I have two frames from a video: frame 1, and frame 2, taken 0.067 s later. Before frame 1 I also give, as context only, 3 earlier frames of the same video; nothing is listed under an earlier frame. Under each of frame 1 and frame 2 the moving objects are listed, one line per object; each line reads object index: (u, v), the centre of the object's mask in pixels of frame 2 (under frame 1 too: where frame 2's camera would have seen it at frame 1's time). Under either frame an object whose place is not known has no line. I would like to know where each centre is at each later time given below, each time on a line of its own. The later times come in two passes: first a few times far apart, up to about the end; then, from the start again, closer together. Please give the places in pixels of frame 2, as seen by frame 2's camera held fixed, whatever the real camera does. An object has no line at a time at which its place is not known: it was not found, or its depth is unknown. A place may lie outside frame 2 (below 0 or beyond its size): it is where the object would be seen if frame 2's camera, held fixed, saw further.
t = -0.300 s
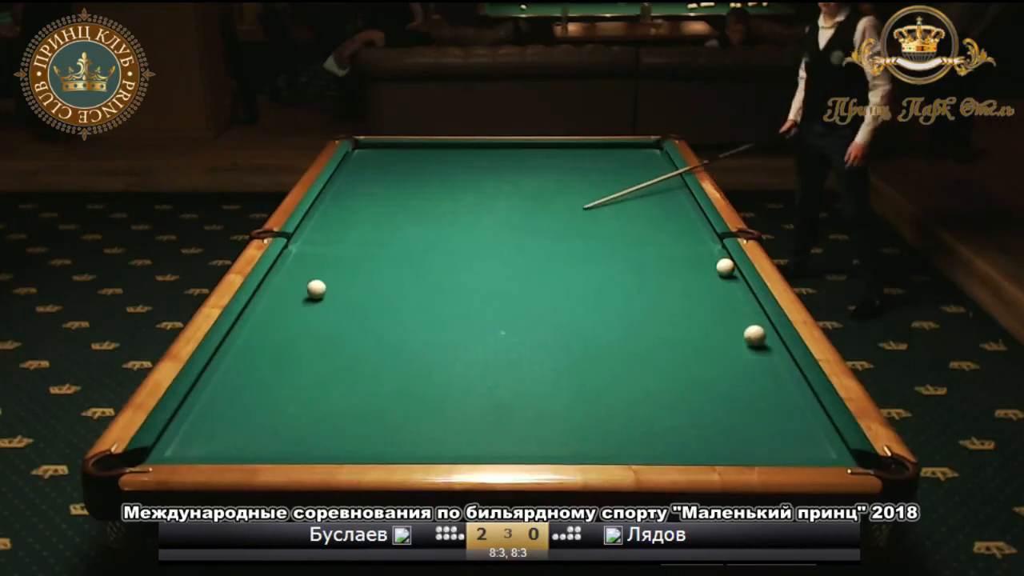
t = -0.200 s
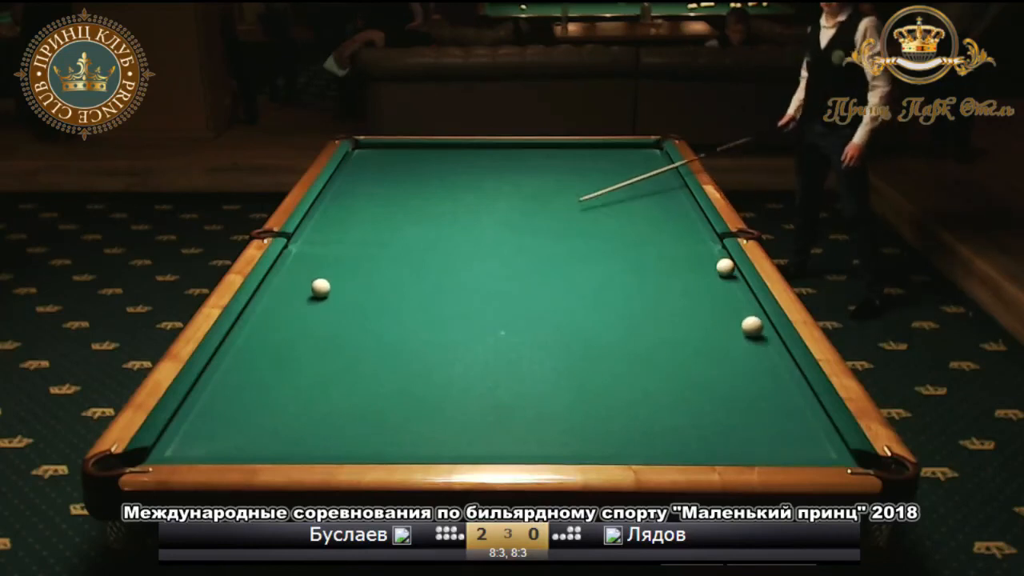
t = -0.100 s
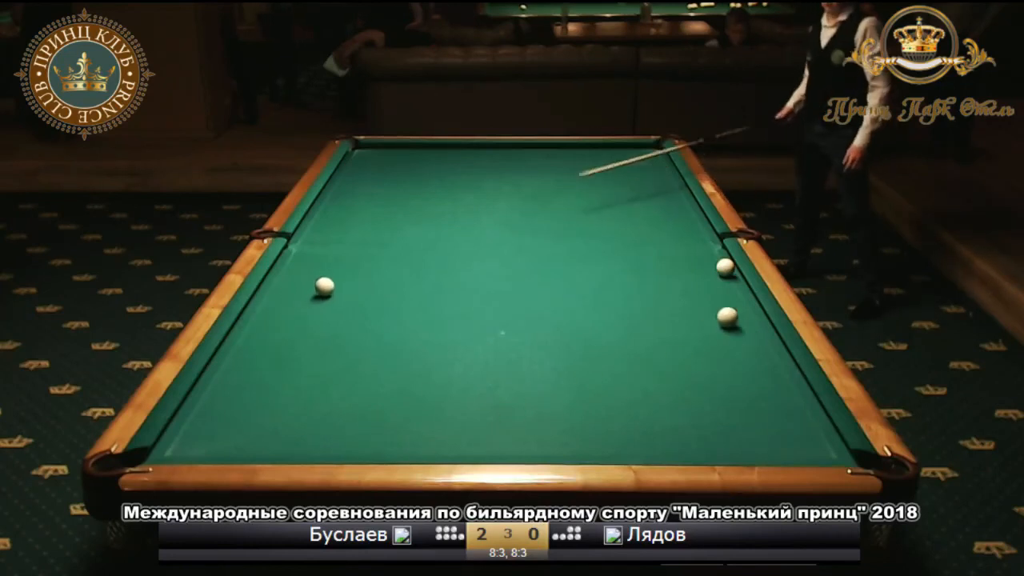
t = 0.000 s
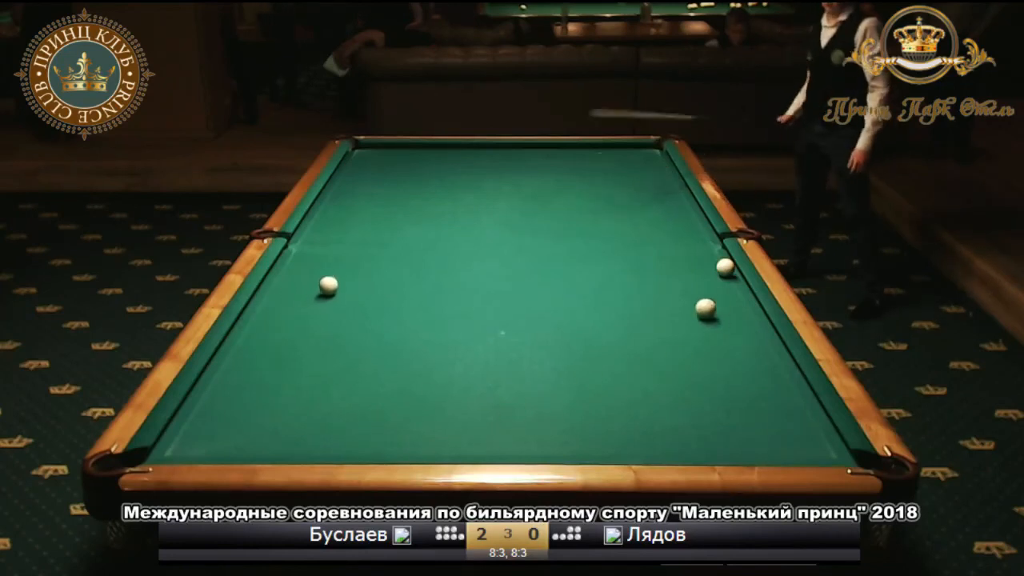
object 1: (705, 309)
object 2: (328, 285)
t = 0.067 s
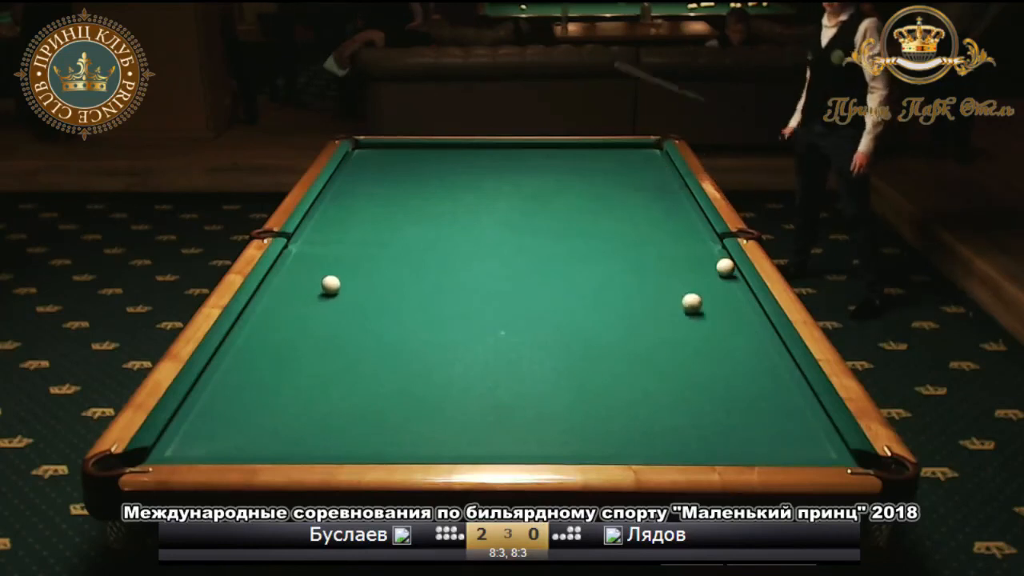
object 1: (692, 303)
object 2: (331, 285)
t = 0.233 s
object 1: (658, 290)
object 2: (337, 283)
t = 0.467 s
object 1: (616, 274)
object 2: (344, 281)
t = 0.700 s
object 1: (578, 259)
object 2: (350, 279)
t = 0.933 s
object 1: (544, 245)
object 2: (356, 278)
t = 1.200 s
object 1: (508, 232)
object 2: (360, 277)
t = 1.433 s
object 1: (479, 221)
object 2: (364, 276)
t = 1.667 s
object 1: (453, 210)
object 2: (366, 275)
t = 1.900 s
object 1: (429, 201)
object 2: (368, 275)
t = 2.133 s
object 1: (406, 193)
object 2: (368, 275)
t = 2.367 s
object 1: (386, 185)
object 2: (368, 275)
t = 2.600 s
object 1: (366, 177)
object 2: (368, 275)
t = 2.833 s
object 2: (368, 275)
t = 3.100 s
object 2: (368, 275)
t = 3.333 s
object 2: (368, 275)
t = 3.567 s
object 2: (368, 275)
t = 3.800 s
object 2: (368, 275)
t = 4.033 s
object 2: (368, 275)
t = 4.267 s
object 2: (368, 275)
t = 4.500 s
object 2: (368, 275)
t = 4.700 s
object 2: (375, 274)
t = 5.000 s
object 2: (368, 275)
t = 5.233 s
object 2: (368, 275)
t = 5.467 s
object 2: (368, 275)
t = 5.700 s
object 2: (368, 275)
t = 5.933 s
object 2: (368, 275)
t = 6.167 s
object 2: (368, 275)
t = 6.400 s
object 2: (368, 275)
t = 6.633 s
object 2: (368, 275)
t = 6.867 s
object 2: (368, 275)
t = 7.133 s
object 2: (368, 275)
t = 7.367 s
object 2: (368, 275)
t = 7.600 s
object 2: (368, 275)
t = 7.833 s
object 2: (368, 275)
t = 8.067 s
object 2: (368, 275)
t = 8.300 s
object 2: (368, 275)
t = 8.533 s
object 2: (368, 275)
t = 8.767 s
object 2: (368, 275)
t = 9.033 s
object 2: (368, 275)
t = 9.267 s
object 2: (368, 275)
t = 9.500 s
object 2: (368, 275)
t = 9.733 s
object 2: (368, 275)
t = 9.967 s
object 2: (368, 275)
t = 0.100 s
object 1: (685, 300)
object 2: (332, 284)
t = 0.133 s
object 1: (678, 298)
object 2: (333, 284)
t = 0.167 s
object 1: (671, 295)
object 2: (334, 284)
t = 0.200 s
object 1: (665, 292)
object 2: (335, 283)
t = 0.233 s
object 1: (658, 290)
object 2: (337, 283)
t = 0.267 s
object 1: (652, 288)
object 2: (338, 283)
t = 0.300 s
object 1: (646, 285)
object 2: (338, 282)
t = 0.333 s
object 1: (640, 283)
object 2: (340, 282)
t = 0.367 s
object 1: (634, 280)
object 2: (341, 282)
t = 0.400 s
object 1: (628, 278)
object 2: (342, 281)
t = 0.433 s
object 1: (622, 276)
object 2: (343, 281)
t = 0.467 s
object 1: (616, 274)
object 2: (344, 281)
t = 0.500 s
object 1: (611, 272)
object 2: (345, 281)
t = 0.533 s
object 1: (605, 269)
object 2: (346, 280)
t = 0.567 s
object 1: (600, 267)
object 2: (347, 280)
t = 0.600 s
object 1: (594, 265)
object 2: (347, 280)
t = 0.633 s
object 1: (589, 263)
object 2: (348, 280)
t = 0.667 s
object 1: (583, 261)
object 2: (349, 279)
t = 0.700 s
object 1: (578, 259)
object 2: (350, 279)
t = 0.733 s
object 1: (573, 257)
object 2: (351, 279)
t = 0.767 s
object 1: (568, 255)
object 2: (352, 279)
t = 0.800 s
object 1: (563, 253)
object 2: (352, 279)
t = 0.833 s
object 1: (558, 251)
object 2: (353, 279)
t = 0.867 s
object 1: (553, 249)
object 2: (354, 278)
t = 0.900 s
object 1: (548, 247)
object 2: (355, 278)
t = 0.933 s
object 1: (544, 245)
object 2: (356, 278)
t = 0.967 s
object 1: (539, 244)
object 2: (356, 278)
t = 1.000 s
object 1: (534, 242)
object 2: (357, 278)
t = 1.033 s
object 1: (530, 240)
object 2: (357, 277)
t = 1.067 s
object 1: (525, 238)
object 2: (358, 277)
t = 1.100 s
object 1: (521, 237)
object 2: (359, 277)
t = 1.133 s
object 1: (517, 235)
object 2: (359, 277)
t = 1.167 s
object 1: (512, 233)
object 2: (360, 277)
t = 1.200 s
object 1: (508, 232)
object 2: (360, 277)
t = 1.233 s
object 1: (503, 230)
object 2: (361, 277)
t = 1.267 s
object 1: (500, 228)
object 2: (362, 276)
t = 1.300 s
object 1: (495, 227)
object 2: (362, 276)
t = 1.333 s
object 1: (491, 225)
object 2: (362, 276)
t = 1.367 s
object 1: (487, 224)
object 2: (363, 276)
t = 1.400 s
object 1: (483, 222)
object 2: (363, 276)
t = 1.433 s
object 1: (479, 221)
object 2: (364, 276)
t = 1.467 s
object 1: (475, 219)
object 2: (364, 276)
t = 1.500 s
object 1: (471, 218)
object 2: (364, 275)
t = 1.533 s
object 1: (468, 216)
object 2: (365, 275)
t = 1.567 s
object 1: (464, 215)
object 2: (365, 276)
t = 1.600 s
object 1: (460, 214)
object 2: (365, 275)
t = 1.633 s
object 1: (456, 212)
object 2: (366, 275)
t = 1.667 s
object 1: (453, 210)
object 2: (366, 275)
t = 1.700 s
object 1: (449, 209)
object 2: (366, 275)
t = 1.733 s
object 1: (446, 208)
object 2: (367, 275)
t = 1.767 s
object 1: (443, 207)
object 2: (367, 275)
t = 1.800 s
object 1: (439, 205)
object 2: (367, 275)
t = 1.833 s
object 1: (436, 204)
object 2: (367, 275)
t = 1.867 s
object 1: (432, 203)
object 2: (368, 275)
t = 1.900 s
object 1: (429, 201)
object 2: (368, 275)
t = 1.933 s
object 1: (425, 200)
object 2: (368, 275)
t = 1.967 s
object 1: (422, 199)
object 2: (368, 275)
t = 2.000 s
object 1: (419, 198)
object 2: (368, 275)
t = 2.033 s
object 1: (416, 197)
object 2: (368, 275)
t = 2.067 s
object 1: (413, 195)
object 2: (368, 275)
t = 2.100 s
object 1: (410, 194)
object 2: (368, 275)
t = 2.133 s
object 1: (406, 193)
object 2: (368, 275)
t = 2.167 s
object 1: (403, 192)
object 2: (368, 275)
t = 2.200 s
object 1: (400, 191)
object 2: (368, 275)
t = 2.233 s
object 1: (397, 189)
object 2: (368, 275)
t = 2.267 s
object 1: (394, 188)
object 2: (368, 275)
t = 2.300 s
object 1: (391, 187)
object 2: (368, 275)
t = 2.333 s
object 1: (388, 186)
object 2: (368, 275)
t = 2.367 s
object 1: (386, 185)
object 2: (368, 275)
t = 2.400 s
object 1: (382, 184)
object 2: (368, 275)
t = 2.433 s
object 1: (380, 183)
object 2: (368, 275)
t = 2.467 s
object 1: (377, 181)
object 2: (368, 275)
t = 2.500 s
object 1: (374, 181)
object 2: (368, 275)
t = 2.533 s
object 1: (371, 179)
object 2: (368, 275)
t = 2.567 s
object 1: (369, 178)
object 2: (368, 275)
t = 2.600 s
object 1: (366, 177)
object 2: (368, 275)
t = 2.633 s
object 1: (363, 176)
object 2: (368, 275)
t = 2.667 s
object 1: (361, 175)
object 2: (368, 275)
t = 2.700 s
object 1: (358, 174)
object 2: (368, 275)
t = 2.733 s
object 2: (368, 275)
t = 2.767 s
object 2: (368, 275)
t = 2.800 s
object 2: (368, 275)
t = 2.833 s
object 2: (368, 275)
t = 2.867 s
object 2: (368, 275)
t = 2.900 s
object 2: (368, 275)
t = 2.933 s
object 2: (368, 275)
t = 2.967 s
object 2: (368, 275)
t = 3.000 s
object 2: (368, 275)
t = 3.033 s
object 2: (368, 275)
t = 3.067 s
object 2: (368, 275)
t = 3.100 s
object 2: (368, 275)
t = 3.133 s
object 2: (368, 275)
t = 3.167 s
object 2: (368, 275)
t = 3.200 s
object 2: (368, 275)
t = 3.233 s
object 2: (368, 275)
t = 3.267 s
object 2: (368, 275)
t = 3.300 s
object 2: (368, 275)
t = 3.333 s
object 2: (368, 275)
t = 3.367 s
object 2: (368, 275)
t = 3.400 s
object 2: (368, 275)
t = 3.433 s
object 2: (368, 275)
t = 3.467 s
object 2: (368, 275)
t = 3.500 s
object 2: (368, 275)
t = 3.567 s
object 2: (368, 275)
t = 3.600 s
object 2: (368, 275)
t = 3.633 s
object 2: (368, 275)
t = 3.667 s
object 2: (368, 275)
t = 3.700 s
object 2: (368, 275)
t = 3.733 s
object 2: (368, 275)
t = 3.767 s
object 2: (368, 275)
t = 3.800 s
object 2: (368, 275)
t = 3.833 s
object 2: (368, 275)
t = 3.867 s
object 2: (368, 275)
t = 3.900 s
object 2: (368, 275)
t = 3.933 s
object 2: (368, 275)
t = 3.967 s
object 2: (368, 275)
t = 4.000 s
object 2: (368, 275)
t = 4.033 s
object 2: (368, 275)
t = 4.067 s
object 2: (368, 275)
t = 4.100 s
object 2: (368, 275)
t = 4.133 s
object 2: (368, 275)
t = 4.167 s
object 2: (368, 275)
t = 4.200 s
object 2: (368, 275)
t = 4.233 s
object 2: (368, 275)
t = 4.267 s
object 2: (368, 275)
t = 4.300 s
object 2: (368, 275)
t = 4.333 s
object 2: (370, 275)
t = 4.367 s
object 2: (365, 273)
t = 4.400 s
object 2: (368, 275)
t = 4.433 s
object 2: (368, 275)
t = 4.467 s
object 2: (368, 275)
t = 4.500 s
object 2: (368, 275)
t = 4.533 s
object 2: (368, 275)
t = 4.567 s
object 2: (368, 275)
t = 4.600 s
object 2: (368, 275)
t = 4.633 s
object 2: (368, 275)
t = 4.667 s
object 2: (369, 275)
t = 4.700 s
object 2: (375, 274)
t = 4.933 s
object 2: (363, 274)
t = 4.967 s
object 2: (368, 275)
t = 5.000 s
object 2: (368, 275)
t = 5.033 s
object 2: (368, 275)
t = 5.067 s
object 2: (368, 275)
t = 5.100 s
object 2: (368, 275)
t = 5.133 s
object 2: (368, 275)
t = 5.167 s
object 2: (368, 275)
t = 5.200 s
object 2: (368, 275)
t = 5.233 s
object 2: (368, 275)
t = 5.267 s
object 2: (368, 275)
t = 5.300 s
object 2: (368, 275)
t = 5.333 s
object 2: (368, 275)
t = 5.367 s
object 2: (368, 275)
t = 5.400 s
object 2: (368, 275)
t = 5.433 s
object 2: (368, 275)
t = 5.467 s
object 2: (368, 275)
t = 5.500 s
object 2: (368, 275)
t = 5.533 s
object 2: (368, 275)
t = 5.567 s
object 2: (368, 275)
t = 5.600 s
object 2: (368, 275)
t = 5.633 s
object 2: (368, 275)
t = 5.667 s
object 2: (368, 275)
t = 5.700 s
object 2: (368, 275)
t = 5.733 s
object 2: (368, 275)
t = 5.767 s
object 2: (368, 275)
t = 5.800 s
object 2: (368, 275)
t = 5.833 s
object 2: (368, 275)
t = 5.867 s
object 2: (368, 275)
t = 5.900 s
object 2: (368, 275)
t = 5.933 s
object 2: (368, 275)
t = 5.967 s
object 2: (368, 275)
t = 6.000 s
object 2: (368, 275)
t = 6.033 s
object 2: (368, 275)
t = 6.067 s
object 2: (368, 275)
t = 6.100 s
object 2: (368, 275)
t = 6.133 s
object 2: (368, 275)
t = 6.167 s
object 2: (368, 275)
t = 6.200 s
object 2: (368, 275)
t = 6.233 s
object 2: (368, 275)
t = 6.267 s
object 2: (368, 275)
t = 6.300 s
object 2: (368, 275)
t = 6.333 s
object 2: (368, 275)
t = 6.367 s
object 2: (368, 275)
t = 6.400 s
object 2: (368, 275)
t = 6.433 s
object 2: (368, 275)
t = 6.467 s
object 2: (368, 275)
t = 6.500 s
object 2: (368, 275)
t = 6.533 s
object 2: (368, 275)
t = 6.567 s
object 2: (368, 275)
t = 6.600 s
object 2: (368, 275)
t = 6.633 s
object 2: (368, 275)
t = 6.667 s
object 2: (368, 275)
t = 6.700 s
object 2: (368, 275)
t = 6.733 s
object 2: (368, 275)
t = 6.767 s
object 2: (368, 275)
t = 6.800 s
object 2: (368, 275)
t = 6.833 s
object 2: (368, 275)
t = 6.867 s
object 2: (368, 275)
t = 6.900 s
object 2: (368, 275)
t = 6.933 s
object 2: (368, 275)
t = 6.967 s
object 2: (368, 275)
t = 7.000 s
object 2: (368, 275)
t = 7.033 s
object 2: (368, 275)
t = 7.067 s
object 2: (368, 275)
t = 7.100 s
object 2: (368, 275)
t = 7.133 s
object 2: (368, 275)
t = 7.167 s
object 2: (368, 275)
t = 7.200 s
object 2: (368, 275)
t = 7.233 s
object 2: (368, 275)
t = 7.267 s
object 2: (368, 275)
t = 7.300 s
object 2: (368, 275)
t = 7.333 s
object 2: (368, 275)
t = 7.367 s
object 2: (368, 275)
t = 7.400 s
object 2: (368, 275)
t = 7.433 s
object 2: (368, 275)
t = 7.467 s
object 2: (368, 275)
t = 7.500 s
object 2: (368, 275)
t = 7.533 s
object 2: (368, 275)
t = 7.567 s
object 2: (368, 275)
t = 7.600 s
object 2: (368, 275)
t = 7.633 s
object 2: (368, 275)
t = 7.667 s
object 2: (368, 275)
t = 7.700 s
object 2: (368, 275)
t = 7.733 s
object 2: (368, 275)
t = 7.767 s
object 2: (368, 275)
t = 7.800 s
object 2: (368, 275)
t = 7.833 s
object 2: (368, 275)
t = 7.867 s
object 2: (368, 275)
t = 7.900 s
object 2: (368, 275)
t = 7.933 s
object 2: (368, 275)
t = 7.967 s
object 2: (368, 275)
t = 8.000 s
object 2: (368, 275)
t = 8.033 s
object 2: (368, 275)
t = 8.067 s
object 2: (368, 275)
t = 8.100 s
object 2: (368, 275)
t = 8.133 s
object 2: (368, 275)
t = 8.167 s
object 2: (368, 275)
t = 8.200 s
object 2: (368, 275)
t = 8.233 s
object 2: (368, 275)
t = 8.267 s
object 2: (368, 275)
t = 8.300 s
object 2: (368, 275)
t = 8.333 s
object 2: (368, 275)
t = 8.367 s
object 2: (368, 275)
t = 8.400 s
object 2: (368, 275)
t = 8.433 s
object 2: (368, 275)
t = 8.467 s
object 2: (368, 275)
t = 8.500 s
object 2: (368, 275)
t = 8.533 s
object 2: (368, 275)
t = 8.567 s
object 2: (368, 275)
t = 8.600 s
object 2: (368, 275)
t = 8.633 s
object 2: (368, 275)
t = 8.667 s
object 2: (368, 275)
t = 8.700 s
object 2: (368, 275)
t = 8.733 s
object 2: (368, 275)
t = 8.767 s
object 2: (368, 275)
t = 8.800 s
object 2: (368, 275)
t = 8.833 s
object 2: (368, 275)
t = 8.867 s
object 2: (368, 275)
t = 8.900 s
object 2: (368, 275)
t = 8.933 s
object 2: (368, 275)
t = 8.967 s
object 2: (368, 275)
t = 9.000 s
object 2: (368, 275)
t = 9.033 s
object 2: (368, 275)
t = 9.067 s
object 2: (368, 275)
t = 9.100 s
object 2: (368, 275)
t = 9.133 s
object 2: (368, 275)
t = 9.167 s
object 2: (368, 275)
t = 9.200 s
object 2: (368, 275)
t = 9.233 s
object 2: (368, 275)
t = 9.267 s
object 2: (368, 275)
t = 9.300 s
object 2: (368, 275)
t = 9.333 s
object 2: (368, 275)
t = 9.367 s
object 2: (368, 275)
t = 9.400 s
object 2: (368, 275)
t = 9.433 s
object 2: (368, 275)
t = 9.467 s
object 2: (368, 275)
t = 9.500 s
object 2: (368, 275)
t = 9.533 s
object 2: (368, 275)
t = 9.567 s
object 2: (368, 275)
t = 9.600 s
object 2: (368, 275)
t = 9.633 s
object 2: (368, 275)
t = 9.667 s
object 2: (368, 275)
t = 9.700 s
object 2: (368, 275)
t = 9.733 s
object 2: (368, 275)
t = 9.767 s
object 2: (368, 275)
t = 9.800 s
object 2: (368, 275)
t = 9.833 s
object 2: (368, 275)
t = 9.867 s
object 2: (368, 275)
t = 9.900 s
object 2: (368, 275)
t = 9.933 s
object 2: (368, 275)
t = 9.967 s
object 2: (368, 275)
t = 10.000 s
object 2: (368, 275)
